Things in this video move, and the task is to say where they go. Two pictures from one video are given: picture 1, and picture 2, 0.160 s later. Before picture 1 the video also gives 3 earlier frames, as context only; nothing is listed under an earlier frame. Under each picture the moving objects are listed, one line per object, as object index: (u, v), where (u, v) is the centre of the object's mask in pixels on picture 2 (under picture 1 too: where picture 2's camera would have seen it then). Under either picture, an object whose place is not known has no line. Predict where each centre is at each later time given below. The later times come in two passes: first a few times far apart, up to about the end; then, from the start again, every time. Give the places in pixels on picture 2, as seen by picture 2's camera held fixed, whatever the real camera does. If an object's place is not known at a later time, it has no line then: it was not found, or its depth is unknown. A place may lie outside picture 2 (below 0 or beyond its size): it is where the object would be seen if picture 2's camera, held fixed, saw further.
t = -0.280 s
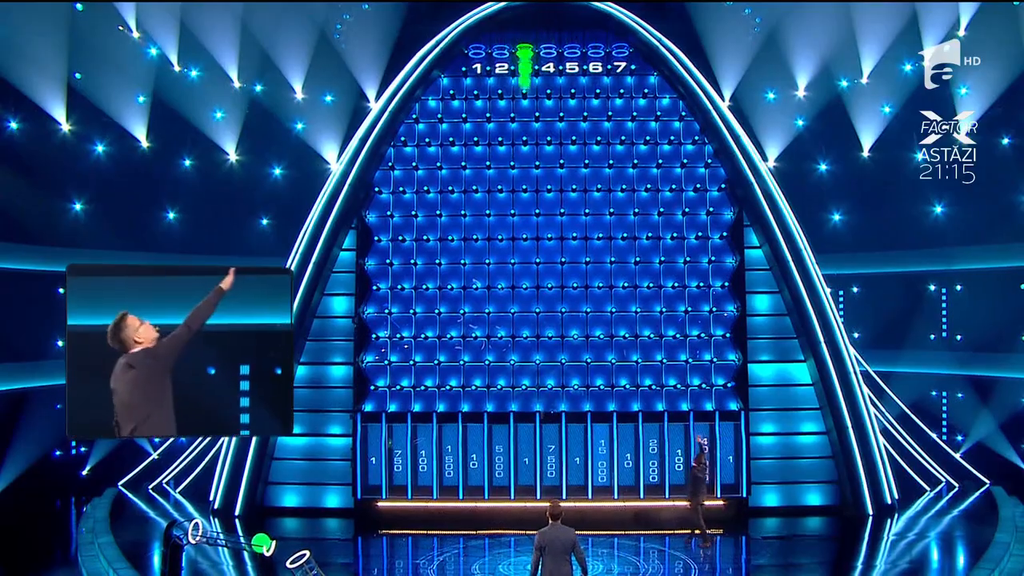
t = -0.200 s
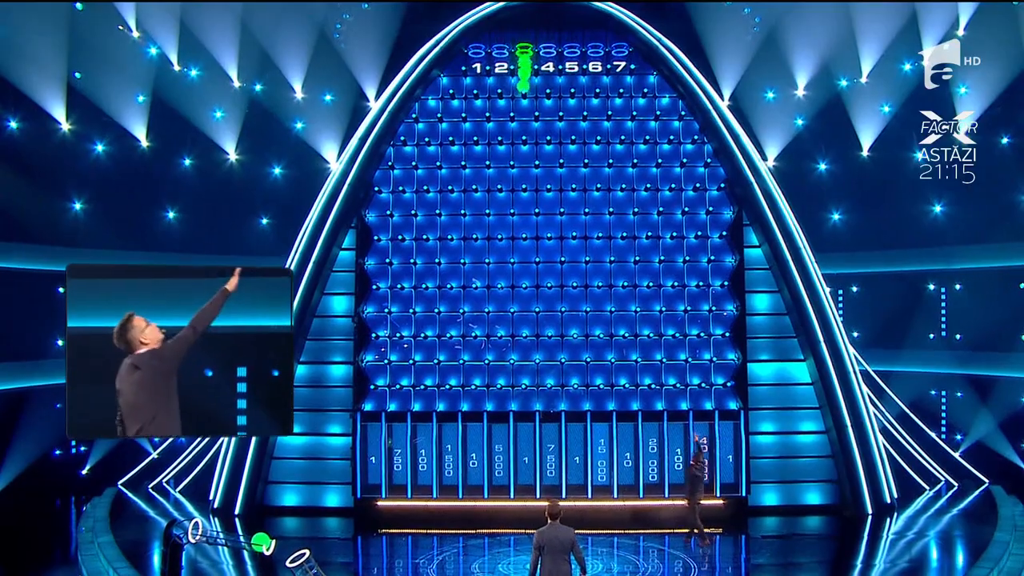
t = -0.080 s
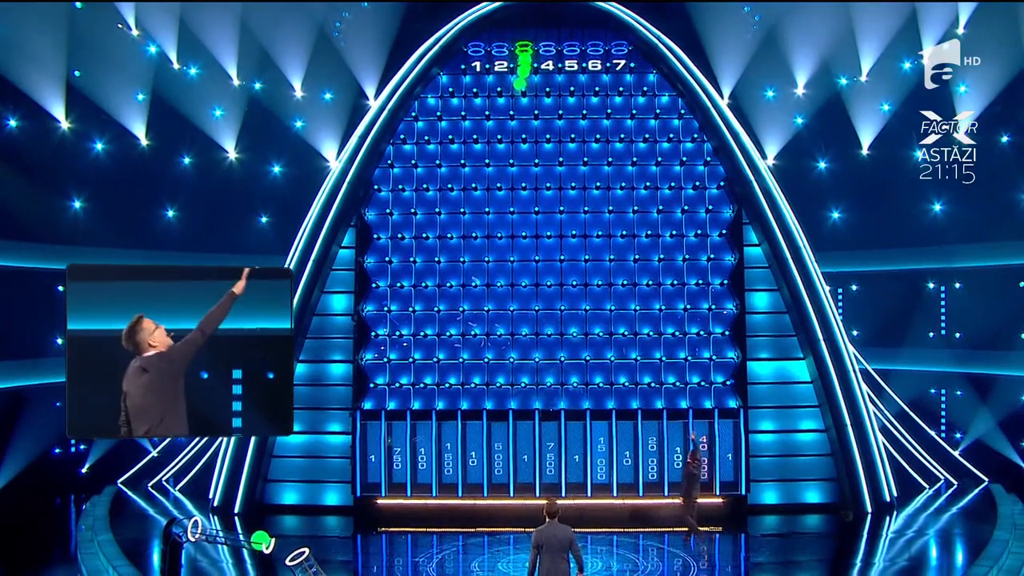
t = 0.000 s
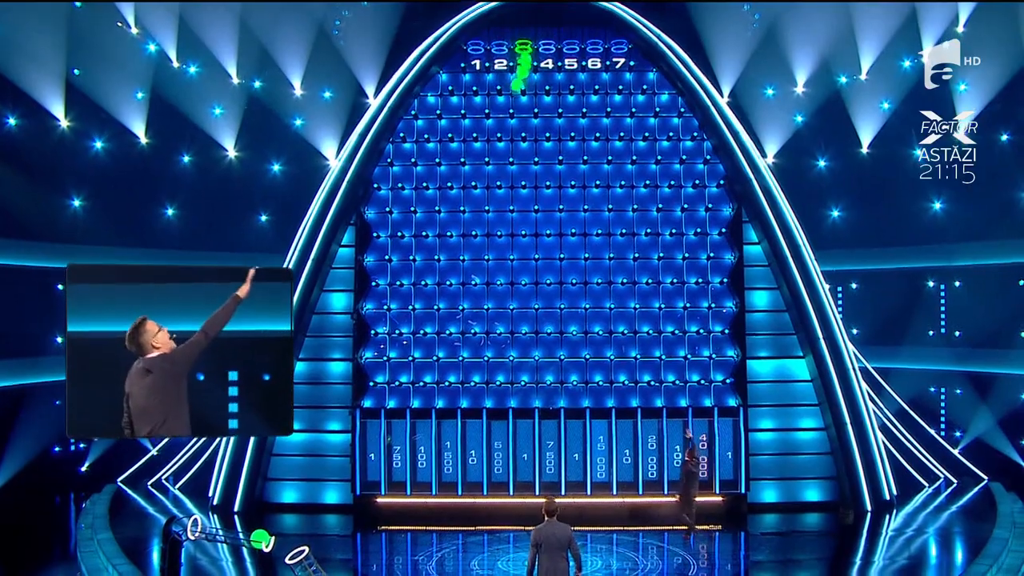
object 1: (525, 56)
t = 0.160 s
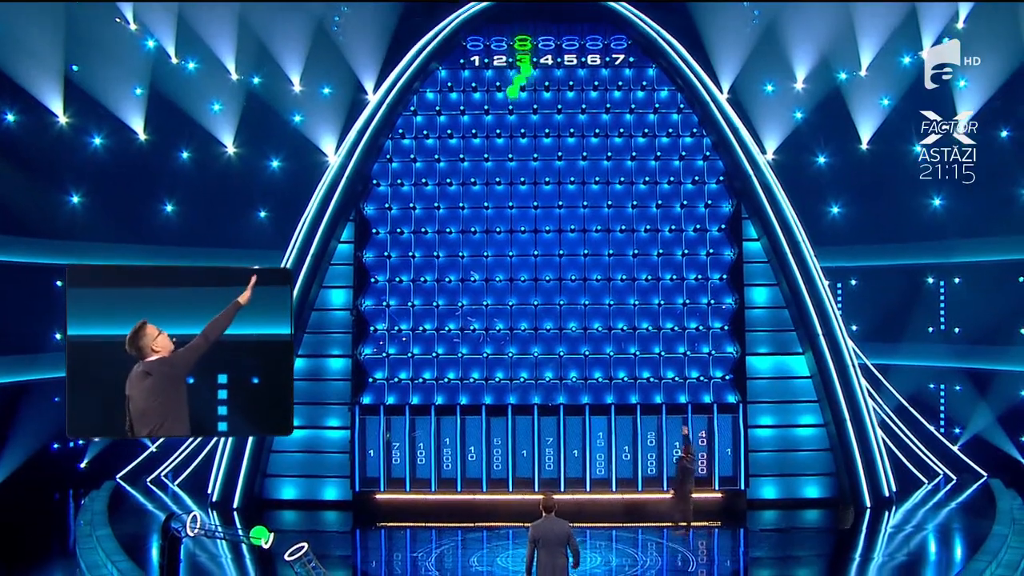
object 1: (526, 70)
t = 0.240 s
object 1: (530, 74)
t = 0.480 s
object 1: (541, 102)
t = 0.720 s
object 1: (563, 141)
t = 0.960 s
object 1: (566, 149)
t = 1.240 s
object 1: (546, 156)
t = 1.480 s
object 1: (539, 172)
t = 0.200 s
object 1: (528, 72)
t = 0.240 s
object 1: (530, 74)
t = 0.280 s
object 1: (532, 78)
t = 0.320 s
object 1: (533, 81)
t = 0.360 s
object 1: (535, 85)
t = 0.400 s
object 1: (537, 90)
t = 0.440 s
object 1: (539, 96)
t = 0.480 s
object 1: (541, 102)
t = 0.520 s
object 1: (544, 107)
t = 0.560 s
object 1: (548, 112)
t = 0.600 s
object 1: (552, 119)
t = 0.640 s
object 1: (557, 125)
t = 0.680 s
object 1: (561, 132)
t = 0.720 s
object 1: (563, 141)
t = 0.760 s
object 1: (565, 149)
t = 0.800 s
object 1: (570, 153)
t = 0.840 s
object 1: (574, 154)
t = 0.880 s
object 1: (572, 152)
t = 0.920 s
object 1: (569, 150)
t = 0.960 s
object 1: (566, 149)
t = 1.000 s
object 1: (563, 148)
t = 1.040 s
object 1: (560, 148)
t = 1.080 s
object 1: (557, 149)
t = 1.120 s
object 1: (554, 150)
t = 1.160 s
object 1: (552, 152)
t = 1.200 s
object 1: (549, 154)
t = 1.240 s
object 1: (546, 156)
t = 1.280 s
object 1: (544, 159)
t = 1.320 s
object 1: (543, 163)
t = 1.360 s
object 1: (543, 167)
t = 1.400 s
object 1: (542, 172)
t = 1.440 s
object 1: (541, 174)
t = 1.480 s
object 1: (539, 172)
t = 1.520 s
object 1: (537, 170)
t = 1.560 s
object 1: (535, 170)
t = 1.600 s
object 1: (533, 170)
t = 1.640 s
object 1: (531, 171)
